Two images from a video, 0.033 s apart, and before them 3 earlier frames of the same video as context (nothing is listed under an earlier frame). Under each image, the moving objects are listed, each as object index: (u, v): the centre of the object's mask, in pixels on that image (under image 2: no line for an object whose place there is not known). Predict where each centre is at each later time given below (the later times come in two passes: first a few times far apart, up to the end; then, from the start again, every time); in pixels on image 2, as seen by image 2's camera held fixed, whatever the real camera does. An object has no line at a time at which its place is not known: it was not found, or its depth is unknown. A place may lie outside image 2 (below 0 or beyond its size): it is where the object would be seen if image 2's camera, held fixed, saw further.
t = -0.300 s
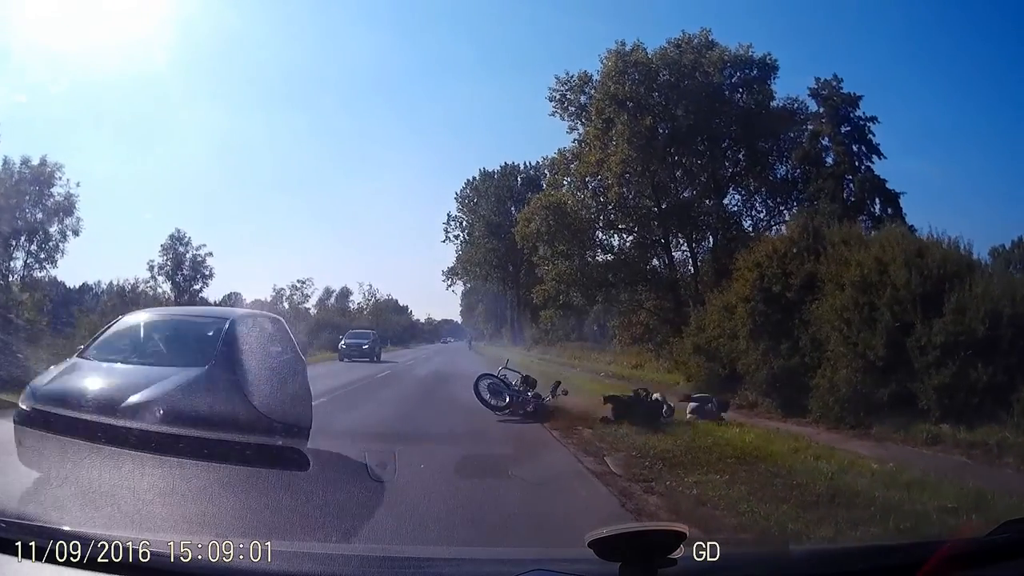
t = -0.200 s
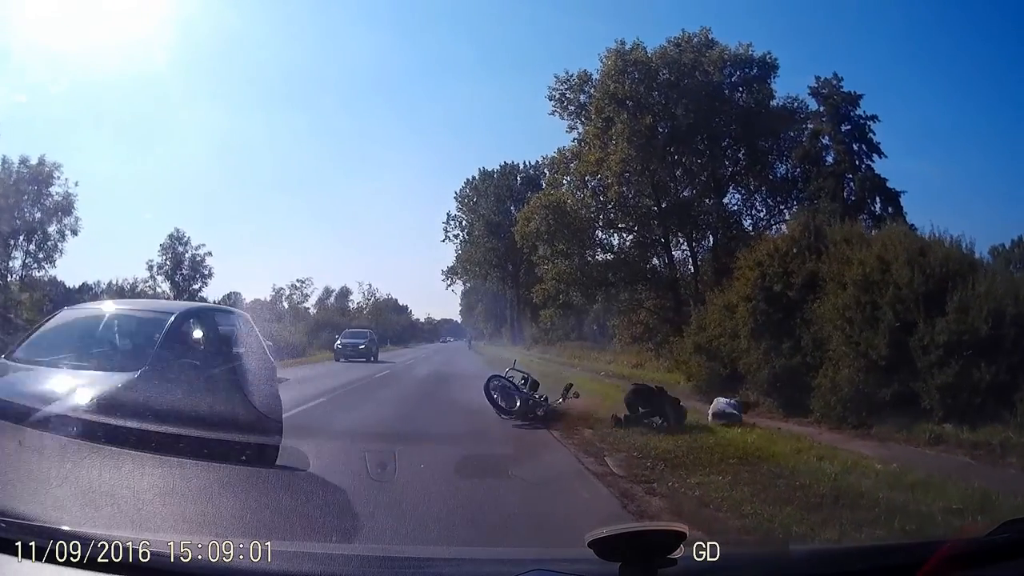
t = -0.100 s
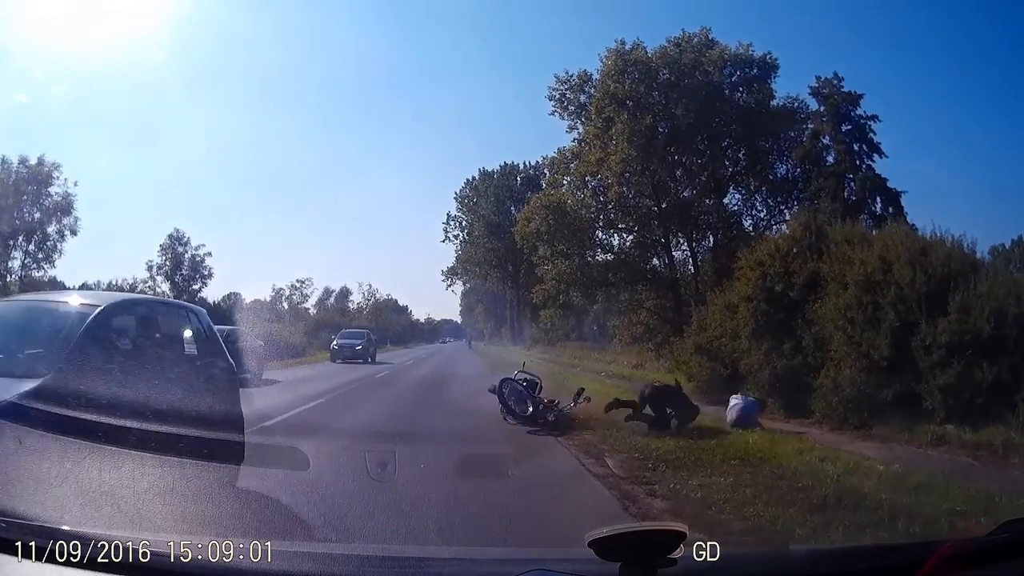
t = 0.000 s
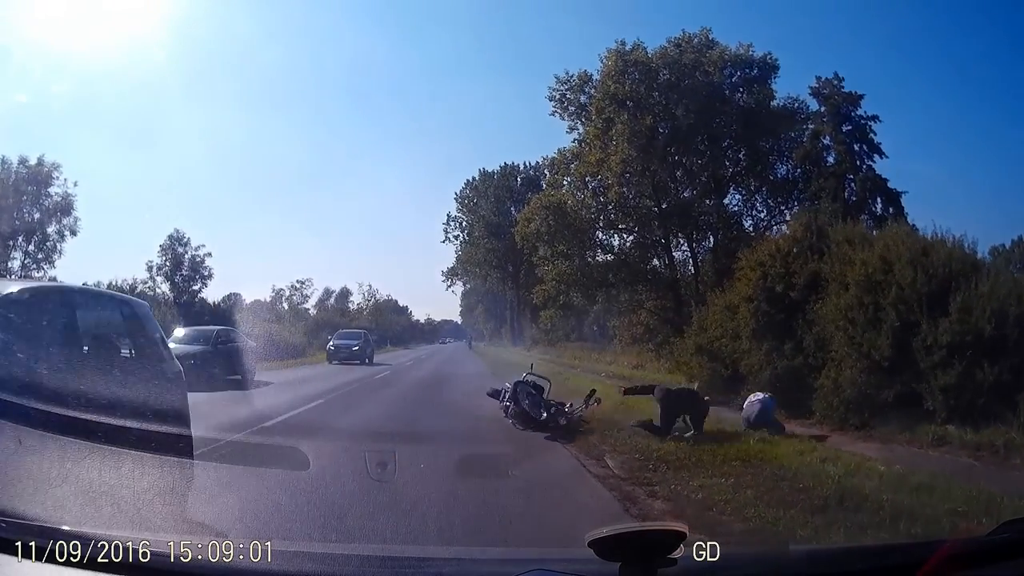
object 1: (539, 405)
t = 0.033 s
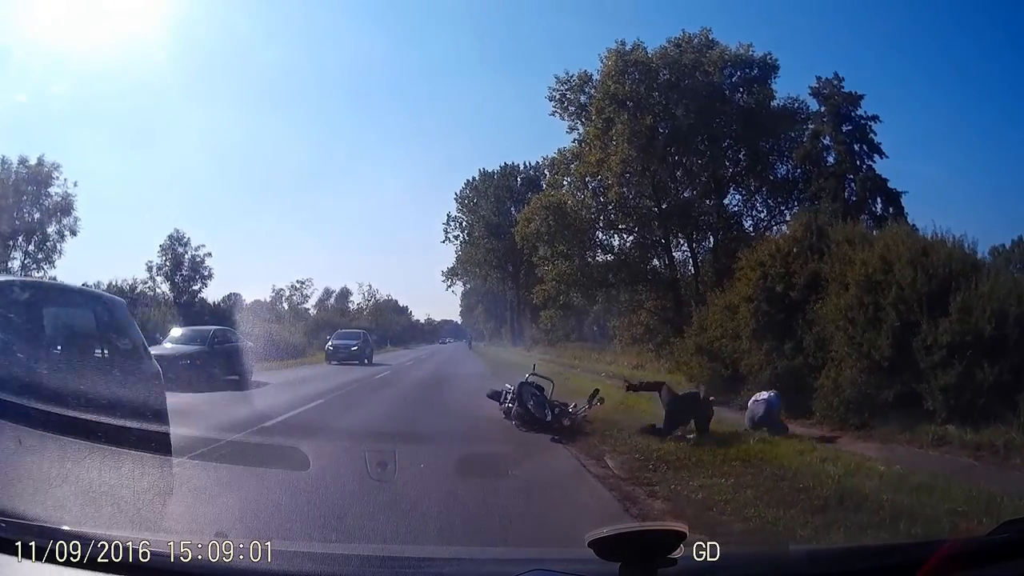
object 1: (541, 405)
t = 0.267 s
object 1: (555, 416)
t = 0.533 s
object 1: (568, 421)
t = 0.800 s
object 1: (571, 423)
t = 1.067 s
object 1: (567, 424)
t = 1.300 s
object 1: (567, 424)
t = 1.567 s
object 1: (567, 423)
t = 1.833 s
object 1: (568, 424)
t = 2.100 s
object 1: (567, 424)
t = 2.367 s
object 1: (568, 424)
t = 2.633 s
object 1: (568, 424)
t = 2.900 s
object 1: (568, 424)
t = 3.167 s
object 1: (568, 425)
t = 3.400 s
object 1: (568, 424)
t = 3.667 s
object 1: (569, 424)
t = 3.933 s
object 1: (568, 424)
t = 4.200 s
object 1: (568, 424)
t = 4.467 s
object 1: (568, 424)
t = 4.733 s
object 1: (569, 425)
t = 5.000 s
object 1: (568, 425)
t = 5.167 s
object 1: (569, 424)
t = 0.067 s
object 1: (543, 406)
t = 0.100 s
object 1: (544, 407)
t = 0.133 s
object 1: (545, 407)
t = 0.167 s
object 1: (546, 408)
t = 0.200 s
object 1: (547, 409)
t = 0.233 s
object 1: (549, 411)
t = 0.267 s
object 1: (555, 416)
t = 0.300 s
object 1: (557, 417)
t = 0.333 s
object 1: (559, 418)
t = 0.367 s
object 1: (561, 419)
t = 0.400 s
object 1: (563, 419)
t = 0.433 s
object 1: (564, 420)
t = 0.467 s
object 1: (565, 420)
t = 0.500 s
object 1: (567, 421)
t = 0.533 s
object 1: (568, 421)
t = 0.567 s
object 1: (569, 421)
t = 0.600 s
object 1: (570, 422)
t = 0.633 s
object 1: (570, 422)
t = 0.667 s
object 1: (571, 423)
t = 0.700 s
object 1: (572, 423)
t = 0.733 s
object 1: (571, 423)
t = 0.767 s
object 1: (571, 423)
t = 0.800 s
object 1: (571, 423)
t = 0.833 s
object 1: (570, 424)
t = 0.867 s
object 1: (569, 424)
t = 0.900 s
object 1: (568, 424)
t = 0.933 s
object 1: (567, 424)
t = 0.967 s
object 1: (567, 424)
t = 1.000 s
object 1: (567, 424)
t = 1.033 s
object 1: (567, 424)
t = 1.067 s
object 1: (567, 424)
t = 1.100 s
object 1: (567, 424)
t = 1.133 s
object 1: (567, 424)
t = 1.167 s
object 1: (567, 424)
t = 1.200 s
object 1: (567, 424)
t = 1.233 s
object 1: (567, 424)
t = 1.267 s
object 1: (567, 424)
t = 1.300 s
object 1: (567, 424)
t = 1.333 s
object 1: (568, 424)
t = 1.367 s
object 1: (567, 424)
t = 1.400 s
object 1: (567, 424)
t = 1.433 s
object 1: (567, 423)
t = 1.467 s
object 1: (567, 423)
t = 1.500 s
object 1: (567, 423)
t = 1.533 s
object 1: (567, 423)
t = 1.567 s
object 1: (567, 423)
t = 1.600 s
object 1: (567, 423)
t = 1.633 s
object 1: (567, 424)
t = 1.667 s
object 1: (567, 424)
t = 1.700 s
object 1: (568, 424)
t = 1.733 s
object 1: (567, 424)
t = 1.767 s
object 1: (568, 424)
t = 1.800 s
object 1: (567, 424)
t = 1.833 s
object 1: (568, 424)
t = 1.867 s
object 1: (568, 424)
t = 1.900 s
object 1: (567, 423)
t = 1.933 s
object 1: (567, 423)
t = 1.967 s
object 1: (567, 424)
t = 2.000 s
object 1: (567, 424)
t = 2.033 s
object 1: (567, 424)
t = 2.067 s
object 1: (567, 424)
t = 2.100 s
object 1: (567, 424)
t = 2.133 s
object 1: (568, 424)
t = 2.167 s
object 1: (568, 424)
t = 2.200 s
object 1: (567, 424)
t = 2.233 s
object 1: (568, 424)
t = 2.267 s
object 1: (567, 424)
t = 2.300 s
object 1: (567, 423)
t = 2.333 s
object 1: (568, 424)
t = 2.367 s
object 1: (568, 424)
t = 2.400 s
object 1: (568, 424)
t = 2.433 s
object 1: (568, 424)
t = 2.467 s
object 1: (568, 424)
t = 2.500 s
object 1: (568, 424)
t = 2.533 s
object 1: (568, 424)
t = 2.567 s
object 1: (568, 424)
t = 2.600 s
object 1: (568, 424)
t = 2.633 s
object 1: (568, 424)
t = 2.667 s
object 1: (568, 424)
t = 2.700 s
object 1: (568, 424)
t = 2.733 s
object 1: (568, 424)
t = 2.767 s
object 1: (568, 424)
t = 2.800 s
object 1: (568, 425)
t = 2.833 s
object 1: (568, 425)
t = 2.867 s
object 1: (568, 425)
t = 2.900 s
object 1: (568, 424)
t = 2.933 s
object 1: (568, 424)
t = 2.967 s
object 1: (568, 424)
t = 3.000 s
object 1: (568, 424)
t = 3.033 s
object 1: (568, 424)
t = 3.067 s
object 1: (568, 424)
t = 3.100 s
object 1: (568, 424)
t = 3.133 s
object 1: (568, 425)
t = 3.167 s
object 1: (568, 425)
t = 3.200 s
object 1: (568, 424)
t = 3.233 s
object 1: (568, 425)
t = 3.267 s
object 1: (568, 424)
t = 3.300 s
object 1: (568, 424)
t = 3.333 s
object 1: (568, 424)
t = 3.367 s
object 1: (568, 424)
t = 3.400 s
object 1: (568, 424)
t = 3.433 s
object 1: (569, 424)
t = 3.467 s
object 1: (568, 424)
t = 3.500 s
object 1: (569, 424)
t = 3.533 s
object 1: (569, 425)
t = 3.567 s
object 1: (569, 425)
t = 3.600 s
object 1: (569, 425)
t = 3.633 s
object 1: (569, 424)
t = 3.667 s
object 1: (569, 424)
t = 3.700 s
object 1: (568, 424)
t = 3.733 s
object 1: (568, 424)
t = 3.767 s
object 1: (568, 424)
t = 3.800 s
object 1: (568, 424)
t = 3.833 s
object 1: (568, 424)
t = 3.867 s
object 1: (568, 424)
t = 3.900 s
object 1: (568, 424)
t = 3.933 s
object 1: (568, 424)
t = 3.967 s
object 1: (568, 424)
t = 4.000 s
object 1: (568, 424)
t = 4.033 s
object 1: (568, 424)
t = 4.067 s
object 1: (568, 424)
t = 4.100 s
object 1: (568, 424)
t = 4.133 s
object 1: (568, 424)
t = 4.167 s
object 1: (568, 424)
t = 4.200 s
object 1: (568, 424)
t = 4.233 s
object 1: (568, 425)
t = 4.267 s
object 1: (568, 425)
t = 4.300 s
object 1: (568, 425)
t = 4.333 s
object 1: (568, 425)
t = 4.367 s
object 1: (569, 425)
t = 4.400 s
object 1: (569, 425)
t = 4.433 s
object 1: (569, 424)
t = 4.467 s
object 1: (568, 424)
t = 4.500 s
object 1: (568, 424)
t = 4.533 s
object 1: (568, 424)
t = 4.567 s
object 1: (568, 424)
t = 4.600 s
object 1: (568, 424)
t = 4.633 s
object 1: (568, 425)
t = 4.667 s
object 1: (568, 425)
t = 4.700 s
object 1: (568, 425)
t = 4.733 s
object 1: (569, 425)
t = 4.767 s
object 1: (569, 424)
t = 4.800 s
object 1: (569, 424)
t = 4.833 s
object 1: (568, 424)
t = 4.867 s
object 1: (568, 424)
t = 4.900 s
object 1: (568, 424)
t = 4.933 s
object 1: (568, 424)
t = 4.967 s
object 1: (568, 424)
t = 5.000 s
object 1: (568, 425)
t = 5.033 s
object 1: (568, 425)
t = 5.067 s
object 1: (569, 425)
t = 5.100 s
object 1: (569, 425)
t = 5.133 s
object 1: (569, 424)
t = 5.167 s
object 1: (569, 424)
